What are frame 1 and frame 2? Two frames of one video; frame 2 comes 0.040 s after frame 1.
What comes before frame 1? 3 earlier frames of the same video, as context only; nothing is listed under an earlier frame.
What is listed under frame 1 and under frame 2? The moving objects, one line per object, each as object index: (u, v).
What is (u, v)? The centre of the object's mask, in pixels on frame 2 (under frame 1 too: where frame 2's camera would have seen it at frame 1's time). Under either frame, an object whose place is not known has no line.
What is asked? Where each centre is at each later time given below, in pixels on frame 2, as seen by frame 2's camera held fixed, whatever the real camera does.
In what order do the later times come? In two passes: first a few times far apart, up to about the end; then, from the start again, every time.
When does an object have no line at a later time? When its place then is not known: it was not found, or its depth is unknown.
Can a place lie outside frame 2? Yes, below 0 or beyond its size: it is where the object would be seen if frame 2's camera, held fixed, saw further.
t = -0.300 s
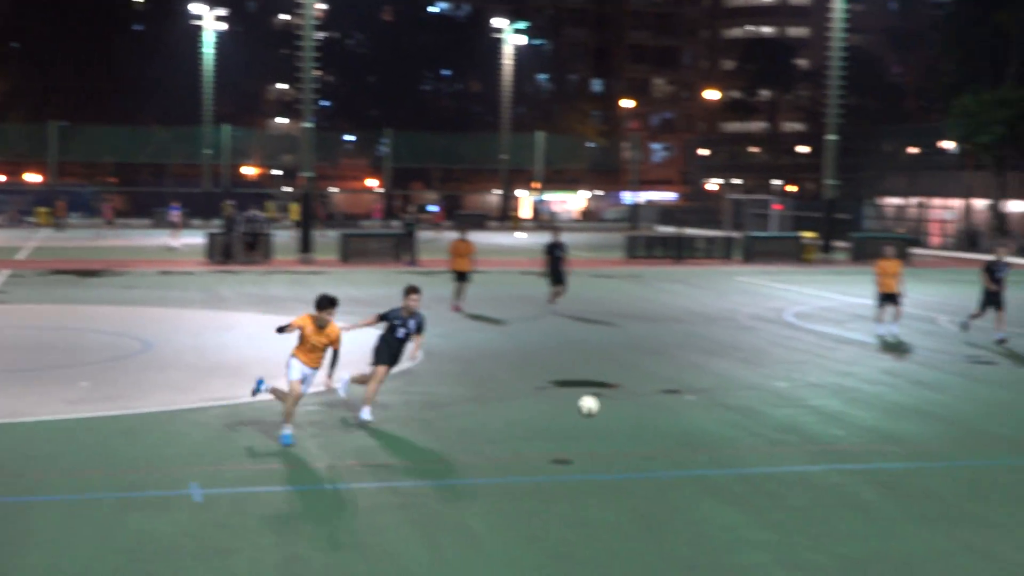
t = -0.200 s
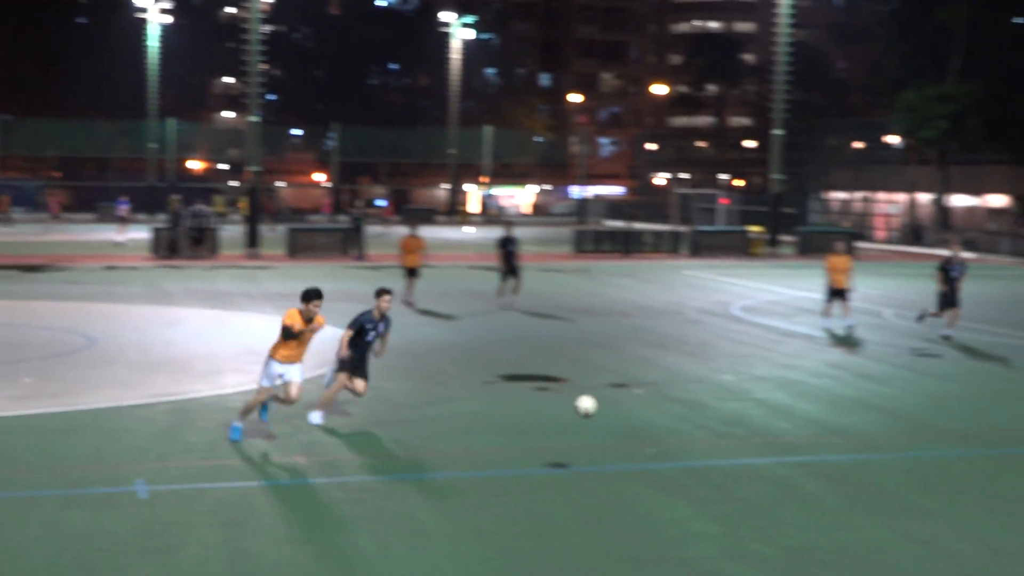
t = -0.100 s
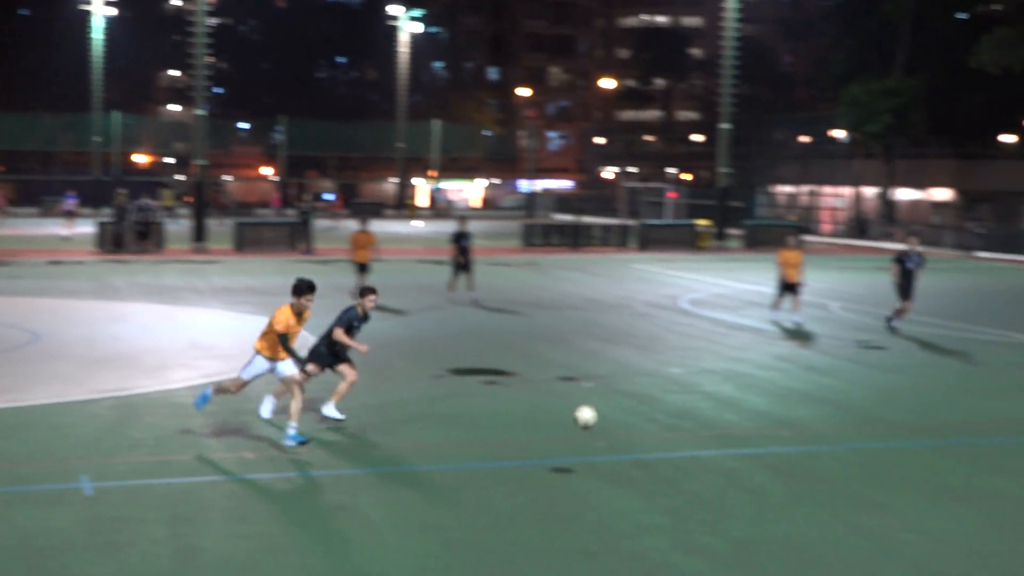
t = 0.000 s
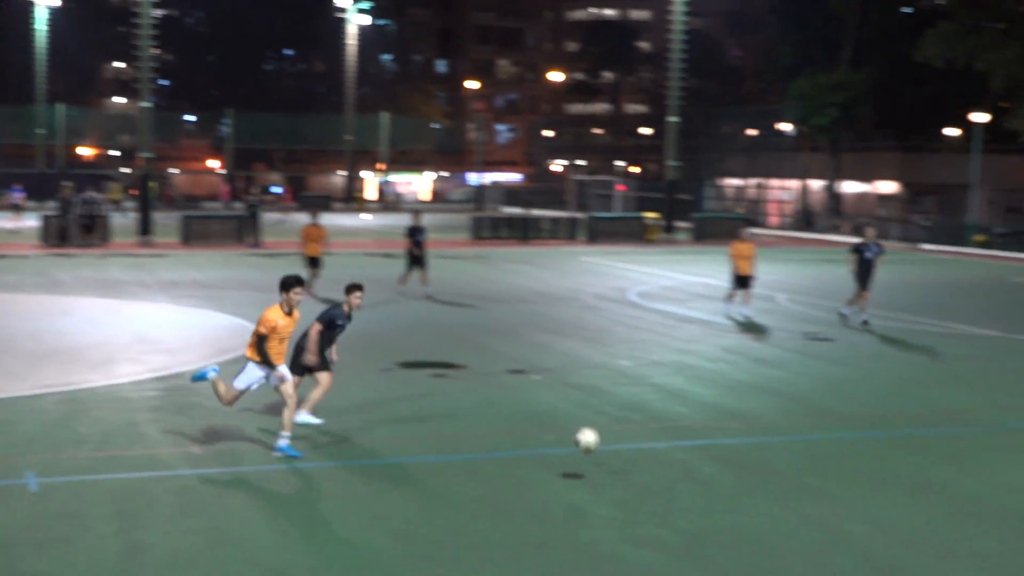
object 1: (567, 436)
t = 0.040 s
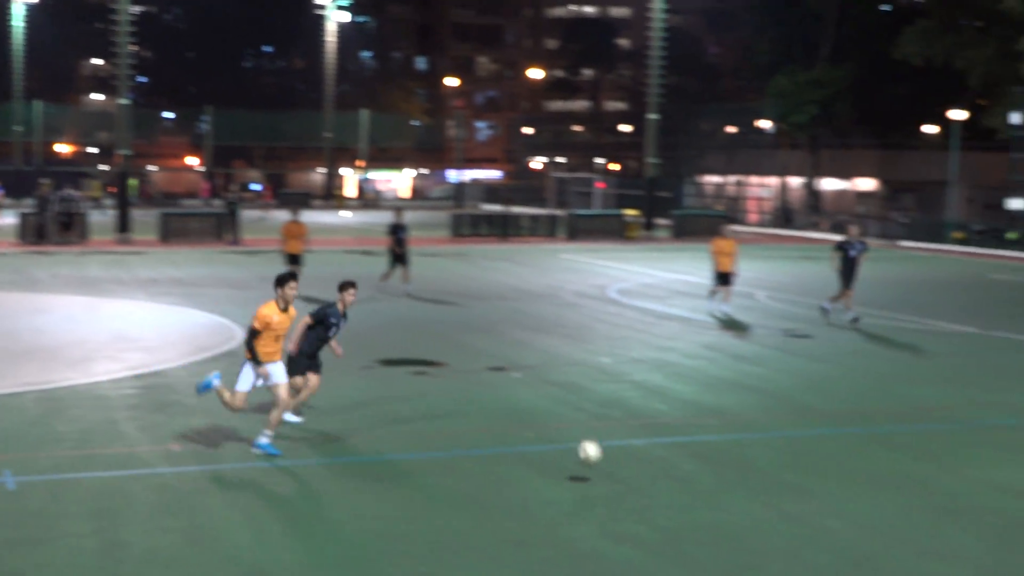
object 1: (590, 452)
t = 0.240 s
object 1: (706, 454)
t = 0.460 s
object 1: (848, 473)
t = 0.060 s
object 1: (600, 460)
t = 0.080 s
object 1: (611, 469)
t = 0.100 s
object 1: (621, 474)
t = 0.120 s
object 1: (633, 469)
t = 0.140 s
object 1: (645, 466)
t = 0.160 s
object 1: (657, 463)
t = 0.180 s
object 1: (669, 460)
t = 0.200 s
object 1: (681, 458)
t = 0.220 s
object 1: (693, 455)
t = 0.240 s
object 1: (706, 454)
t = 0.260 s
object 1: (718, 453)
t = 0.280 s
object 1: (730, 452)
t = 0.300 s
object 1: (743, 453)
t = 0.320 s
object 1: (755, 454)
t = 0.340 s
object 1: (769, 455)
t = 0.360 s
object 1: (782, 456)
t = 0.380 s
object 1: (795, 458)
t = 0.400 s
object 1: (808, 461)
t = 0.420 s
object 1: (820, 465)
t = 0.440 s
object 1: (834, 468)
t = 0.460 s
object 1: (848, 473)
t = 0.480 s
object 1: (862, 478)
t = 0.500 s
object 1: (875, 484)
